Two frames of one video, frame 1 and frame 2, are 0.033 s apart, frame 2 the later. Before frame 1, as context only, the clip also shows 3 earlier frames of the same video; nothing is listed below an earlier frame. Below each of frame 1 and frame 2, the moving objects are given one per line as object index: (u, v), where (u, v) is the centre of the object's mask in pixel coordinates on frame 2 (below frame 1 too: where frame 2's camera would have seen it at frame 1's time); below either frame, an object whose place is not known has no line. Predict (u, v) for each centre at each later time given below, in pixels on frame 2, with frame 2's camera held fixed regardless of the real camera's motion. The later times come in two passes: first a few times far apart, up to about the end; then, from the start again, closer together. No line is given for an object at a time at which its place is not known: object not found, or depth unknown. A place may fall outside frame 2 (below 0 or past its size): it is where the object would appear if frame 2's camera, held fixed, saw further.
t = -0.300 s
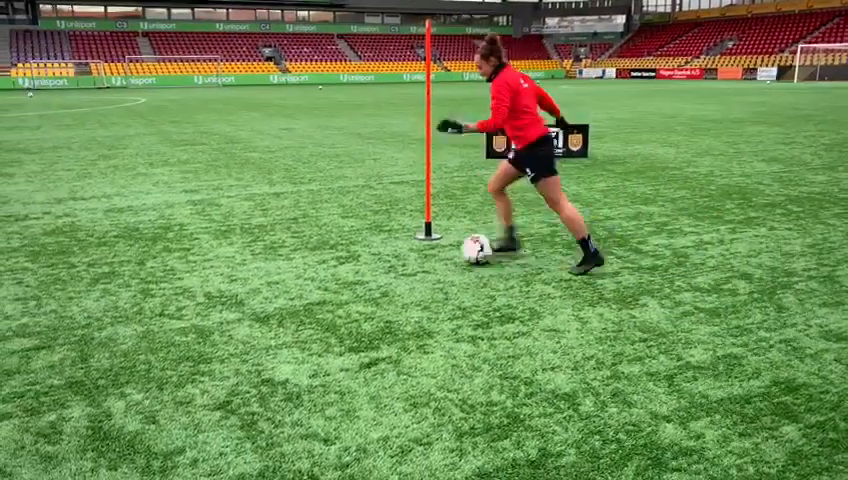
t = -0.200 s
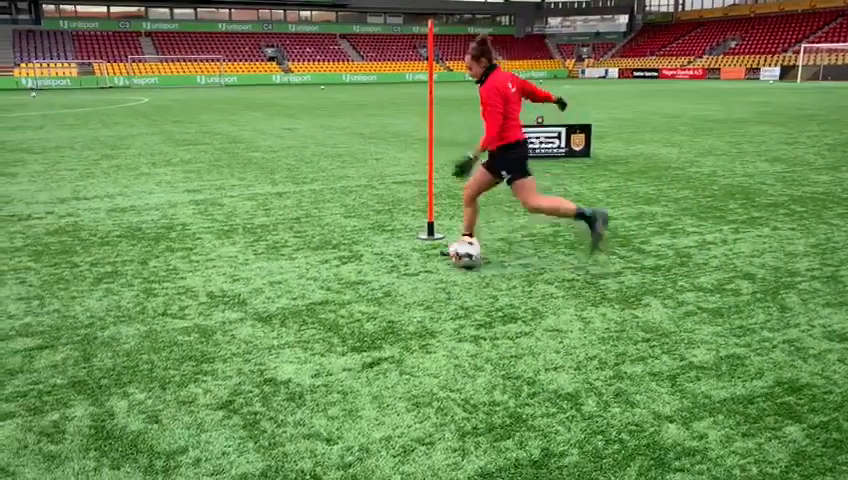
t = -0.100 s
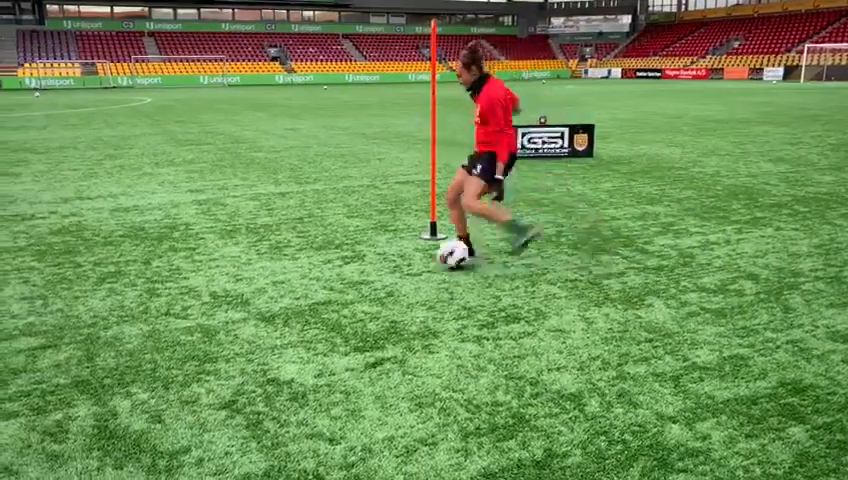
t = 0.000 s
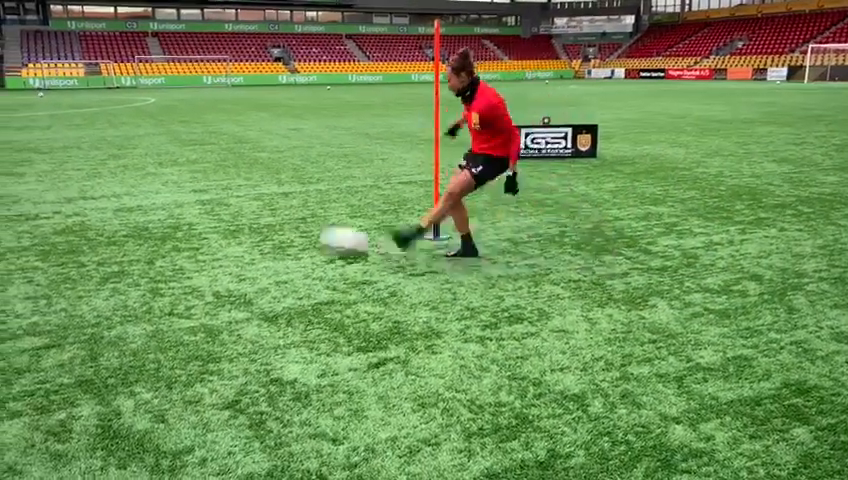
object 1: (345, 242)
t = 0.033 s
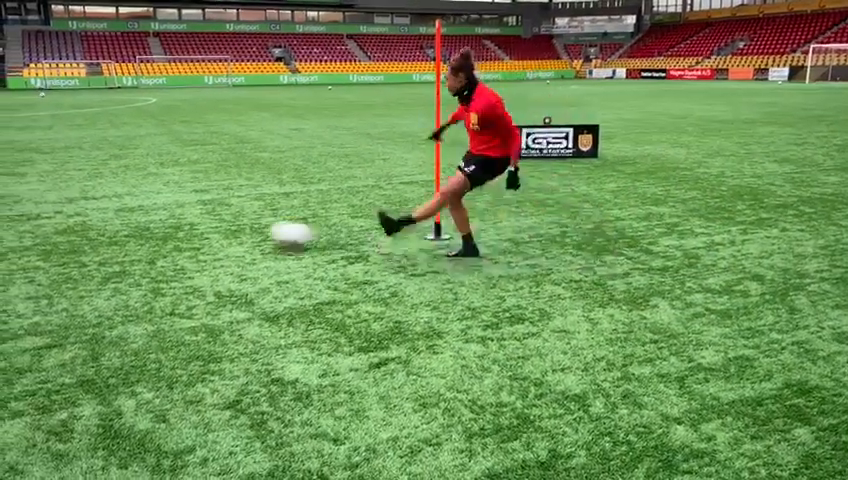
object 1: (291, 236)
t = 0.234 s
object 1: (49, 207)
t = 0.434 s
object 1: (-14, 204)
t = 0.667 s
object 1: (68, 227)
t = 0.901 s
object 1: (181, 259)
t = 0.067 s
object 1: (240, 230)
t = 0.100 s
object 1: (195, 225)
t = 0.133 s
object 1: (155, 220)
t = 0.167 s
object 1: (117, 215)
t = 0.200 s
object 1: (82, 211)
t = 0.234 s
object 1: (49, 207)
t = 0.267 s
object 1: (19, 202)
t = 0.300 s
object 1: (-5, 198)
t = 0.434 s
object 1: (-14, 204)
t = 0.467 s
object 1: (-9, 206)
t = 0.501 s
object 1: (0, 209)
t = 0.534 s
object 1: (13, 213)
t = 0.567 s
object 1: (27, 217)
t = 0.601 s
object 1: (41, 219)
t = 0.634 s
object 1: (54, 223)
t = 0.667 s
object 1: (68, 227)
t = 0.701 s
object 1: (83, 233)
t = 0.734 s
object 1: (98, 236)
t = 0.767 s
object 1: (114, 241)
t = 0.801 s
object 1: (131, 245)
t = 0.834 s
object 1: (148, 251)
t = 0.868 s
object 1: (165, 256)
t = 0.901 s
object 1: (181, 259)
